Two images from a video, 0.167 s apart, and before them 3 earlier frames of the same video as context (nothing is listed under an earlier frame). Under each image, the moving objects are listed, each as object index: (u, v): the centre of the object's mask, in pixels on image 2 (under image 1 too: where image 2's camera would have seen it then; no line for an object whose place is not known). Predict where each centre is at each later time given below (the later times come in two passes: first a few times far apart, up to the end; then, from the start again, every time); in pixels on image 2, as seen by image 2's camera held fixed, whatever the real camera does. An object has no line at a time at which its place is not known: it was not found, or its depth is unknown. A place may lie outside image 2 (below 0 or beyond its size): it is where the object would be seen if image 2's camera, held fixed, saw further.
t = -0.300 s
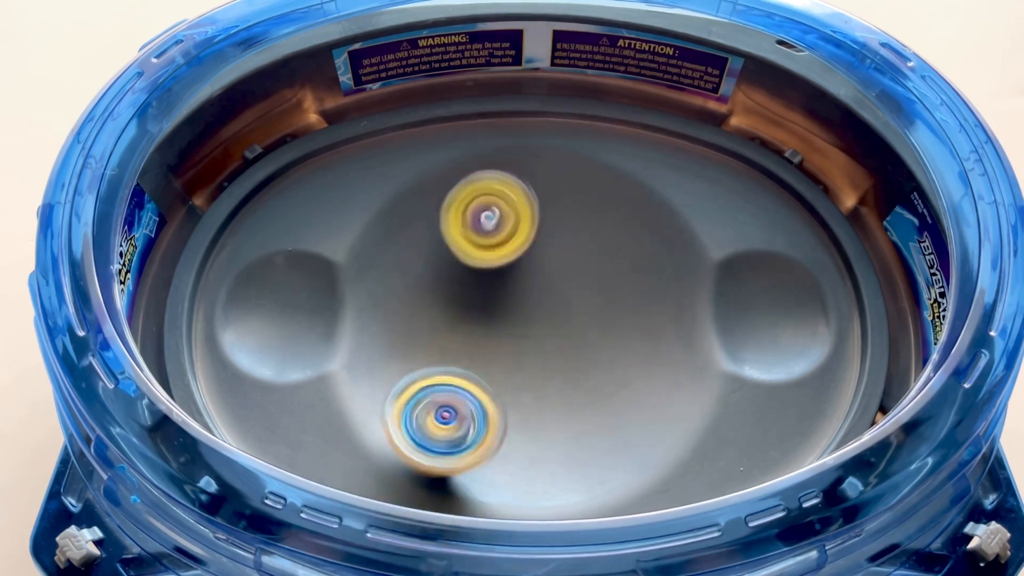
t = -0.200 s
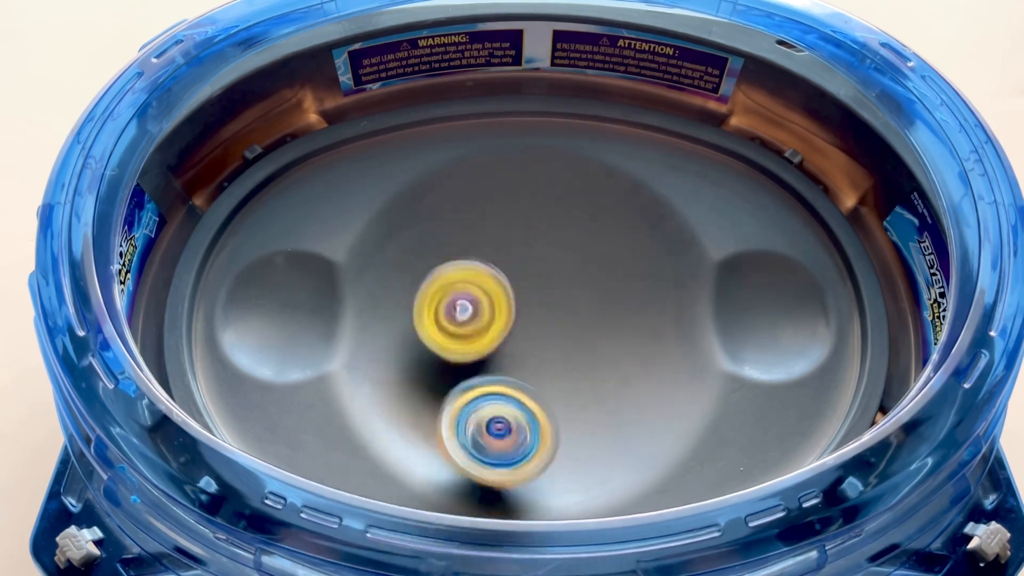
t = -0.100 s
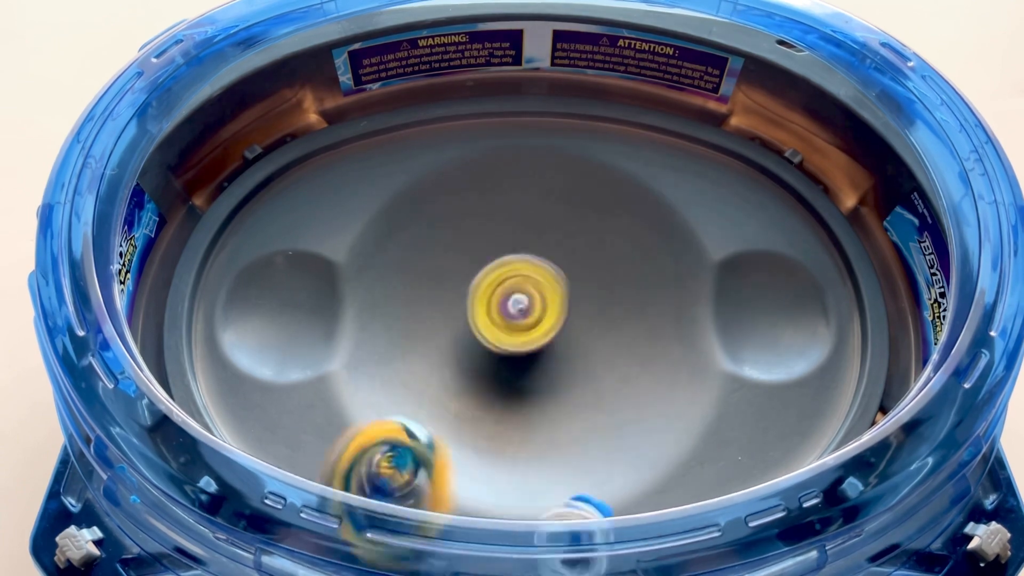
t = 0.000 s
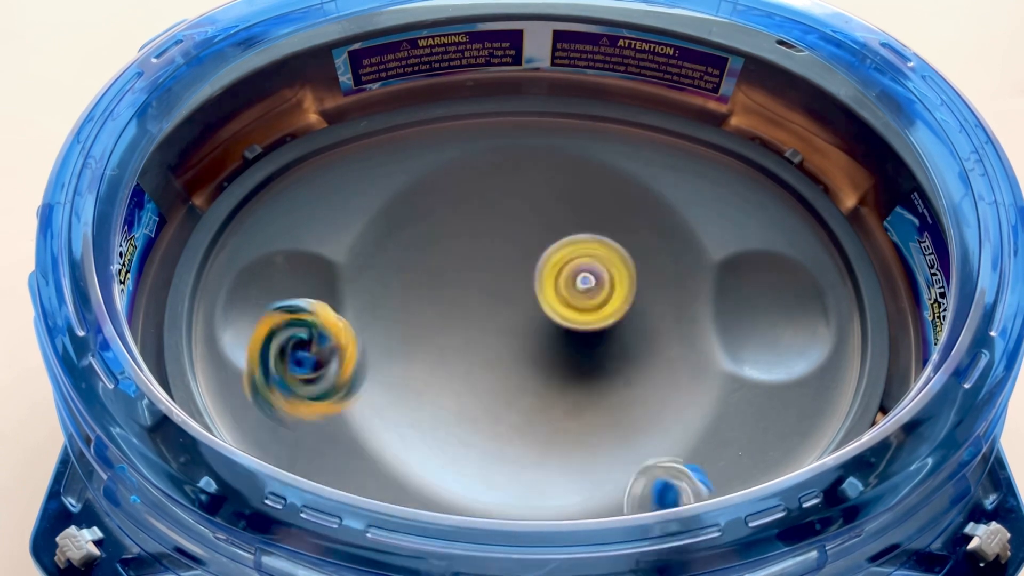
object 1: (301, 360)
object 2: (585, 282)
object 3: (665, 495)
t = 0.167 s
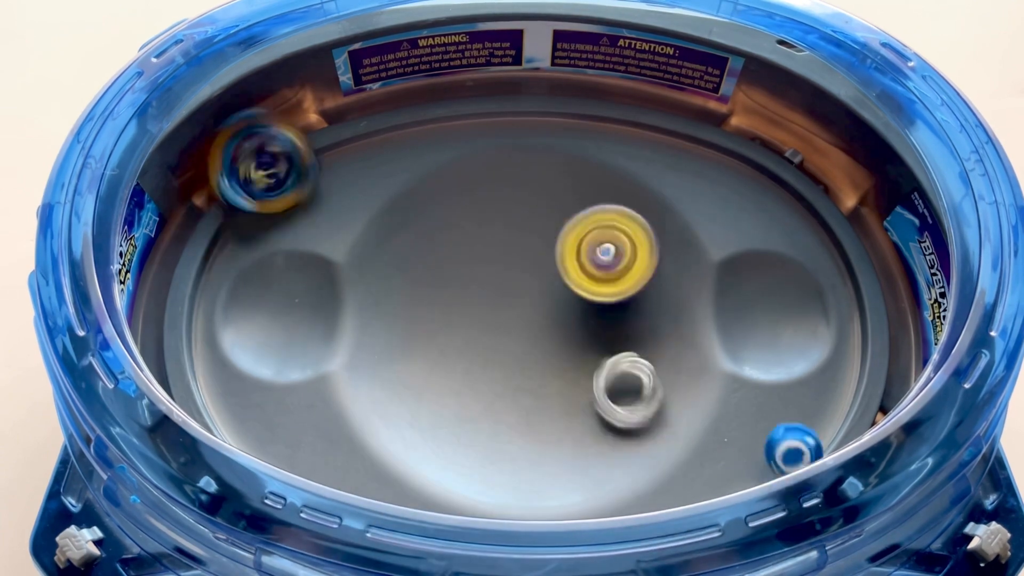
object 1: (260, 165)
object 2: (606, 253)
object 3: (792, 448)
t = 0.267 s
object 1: (357, 164)
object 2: (578, 242)
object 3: (778, 414)
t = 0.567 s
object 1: (598, 266)
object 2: (516, 370)
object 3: (620, 355)
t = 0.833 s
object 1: (599, 298)
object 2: (628, 381)
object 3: (450, 393)
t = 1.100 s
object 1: (572, 220)
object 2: (527, 291)
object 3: (478, 371)
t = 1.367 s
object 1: (565, 226)
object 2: (497, 340)
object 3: (518, 416)
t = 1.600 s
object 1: (564, 227)
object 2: (555, 313)
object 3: (542, 432)
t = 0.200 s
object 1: (288, 155)
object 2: (598, 249)
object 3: (794, 436)
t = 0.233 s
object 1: (323, 159)
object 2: (586, 250)
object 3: (786, 423)
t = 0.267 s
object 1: (357, 164)
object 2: (578, 242)
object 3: (778, 414)
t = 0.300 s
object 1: (395, 173)
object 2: (567, 239)
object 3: (767, 404)
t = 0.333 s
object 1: (437, 185)
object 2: (554, 242)
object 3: (755, 391)
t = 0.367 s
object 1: (472, 196)
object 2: (540, 252)
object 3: (744, 386)
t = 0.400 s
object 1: (504, 198)
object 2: (527, 267)
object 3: (733, 381)
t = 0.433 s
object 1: (537, 208)
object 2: (516, 288)
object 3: (721, 375)
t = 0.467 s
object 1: (557, 219)
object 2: (509, 309)
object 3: (702, 371)
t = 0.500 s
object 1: (577, 233)
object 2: (508, 331)
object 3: (677, 365)
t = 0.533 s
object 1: (591, 250)
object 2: (509, 353)
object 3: (649, 360)
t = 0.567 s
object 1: (598, 266)
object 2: (516, 370)
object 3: (620, 355)
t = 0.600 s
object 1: (603, 280)
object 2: (527, 388)
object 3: (591, 351)
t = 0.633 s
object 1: (603, 288)
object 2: (538, 401)
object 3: (560, 347)
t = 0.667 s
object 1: (601, 295)
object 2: (555, 409)
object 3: (517, 360)
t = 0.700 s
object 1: (598, 299)
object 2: (571, 415)
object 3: (493, 370)
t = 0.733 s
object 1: (596, 301)
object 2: (589, 413)
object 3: (477, 375)
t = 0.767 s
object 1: (595, 302)
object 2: (607, 408)
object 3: (467, 383)
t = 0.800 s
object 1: (595, 301)
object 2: (619, 397)
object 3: (456, 391)
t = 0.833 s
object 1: (599, 298)
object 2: (628, 381)
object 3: (450, 393)
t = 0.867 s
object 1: (598, 293)
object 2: (629, 362)
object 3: (450, 393)
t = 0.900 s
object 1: (593, 284)
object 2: (623, 343)
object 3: (453, 392)
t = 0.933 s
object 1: (589, 267)
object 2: (616, 329)
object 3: (458, 385)
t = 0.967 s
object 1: (583, 254)
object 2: (601, 316)
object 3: (466, 377)
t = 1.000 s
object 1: (577, 240)
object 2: (583, 306)
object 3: (476, 370)
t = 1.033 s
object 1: (573, 233)
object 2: (561, 298)
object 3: (486, 362)
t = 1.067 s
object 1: (572, 228)
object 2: (545, 291)
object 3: (482, 365)
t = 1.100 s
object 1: (572, 220)
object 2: (527, 291)
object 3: (478, 371)
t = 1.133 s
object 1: (570, 217)
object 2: (508, 292)
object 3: (477, 374)
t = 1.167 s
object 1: (568, 218)
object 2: (492, 294)
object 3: (479, 374)
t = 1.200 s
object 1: (568, 220)
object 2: (480, 298)
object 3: (483, 372)
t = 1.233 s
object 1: (567, 221)
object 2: (476, 305)
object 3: (487, 375)
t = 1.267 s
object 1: (566, 223)
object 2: (476, 314)
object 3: (492, 383)
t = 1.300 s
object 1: (566, 224)
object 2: (479, 322)
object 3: (501, 395)
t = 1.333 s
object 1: (566, 225)
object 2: (486, 332)
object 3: (508, 403)
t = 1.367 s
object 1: (565, 226)
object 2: (497, 340)
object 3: (518, 416)
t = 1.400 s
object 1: (565, 227)
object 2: (506, 344)
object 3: (529, 439)
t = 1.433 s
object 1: (564, 228)
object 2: (516, 344)
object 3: (538, 458)
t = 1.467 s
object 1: (564, 229)
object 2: (527, 342)
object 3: (543, 463)
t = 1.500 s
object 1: (564, 230)
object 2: (536, 338)
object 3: (547, 461)
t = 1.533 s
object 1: (563, 231)
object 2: (545, 331)
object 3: (547, 454)
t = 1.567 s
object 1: (563, 230)
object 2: (551, 323)
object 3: (545, 445)
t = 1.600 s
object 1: (564, 227)
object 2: (555, 313)
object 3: (542, 432)
